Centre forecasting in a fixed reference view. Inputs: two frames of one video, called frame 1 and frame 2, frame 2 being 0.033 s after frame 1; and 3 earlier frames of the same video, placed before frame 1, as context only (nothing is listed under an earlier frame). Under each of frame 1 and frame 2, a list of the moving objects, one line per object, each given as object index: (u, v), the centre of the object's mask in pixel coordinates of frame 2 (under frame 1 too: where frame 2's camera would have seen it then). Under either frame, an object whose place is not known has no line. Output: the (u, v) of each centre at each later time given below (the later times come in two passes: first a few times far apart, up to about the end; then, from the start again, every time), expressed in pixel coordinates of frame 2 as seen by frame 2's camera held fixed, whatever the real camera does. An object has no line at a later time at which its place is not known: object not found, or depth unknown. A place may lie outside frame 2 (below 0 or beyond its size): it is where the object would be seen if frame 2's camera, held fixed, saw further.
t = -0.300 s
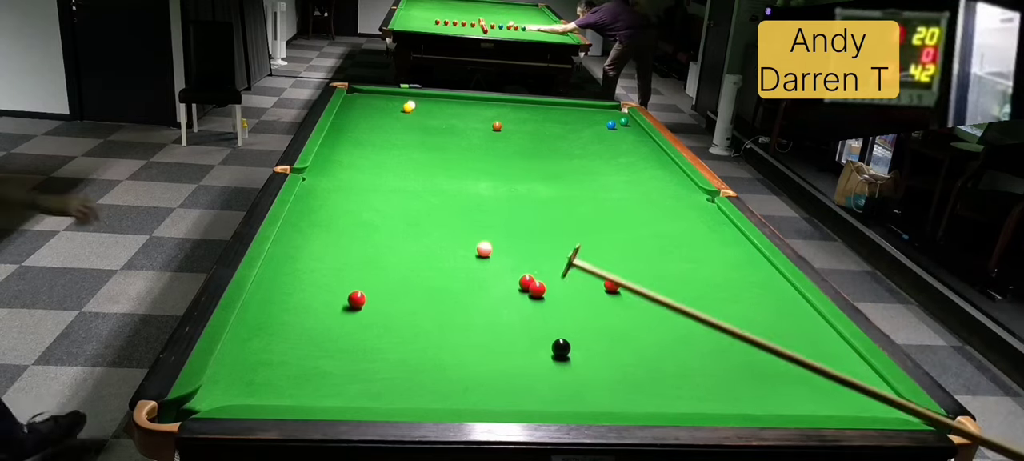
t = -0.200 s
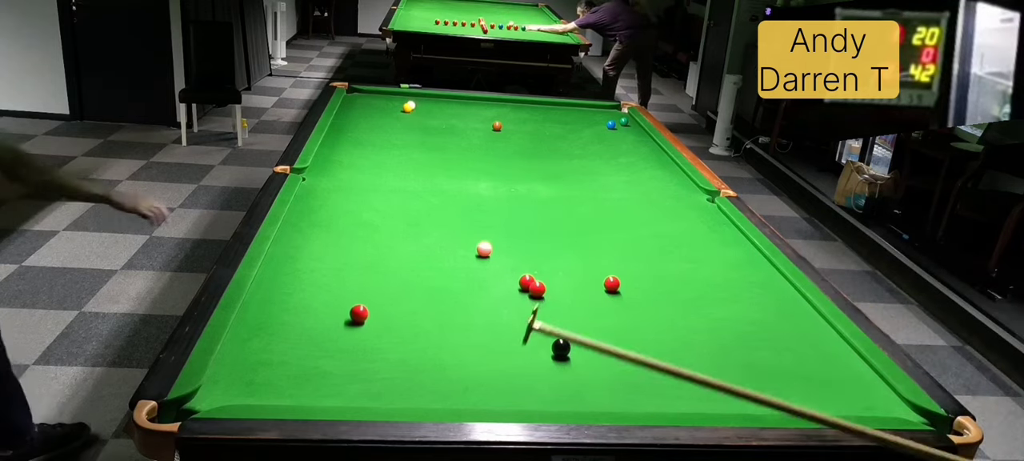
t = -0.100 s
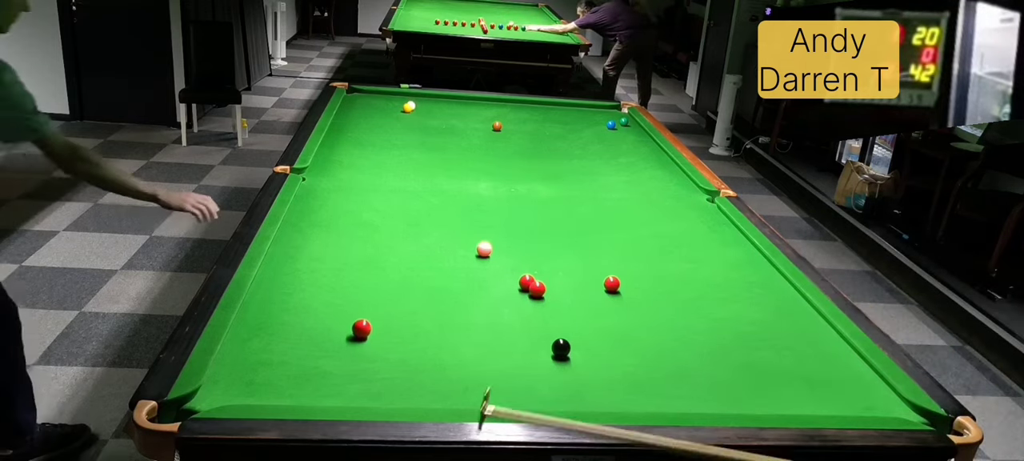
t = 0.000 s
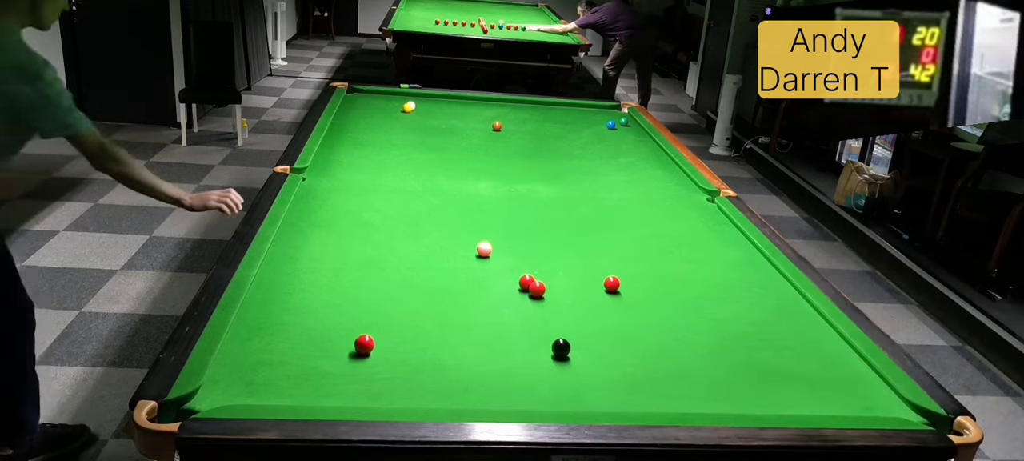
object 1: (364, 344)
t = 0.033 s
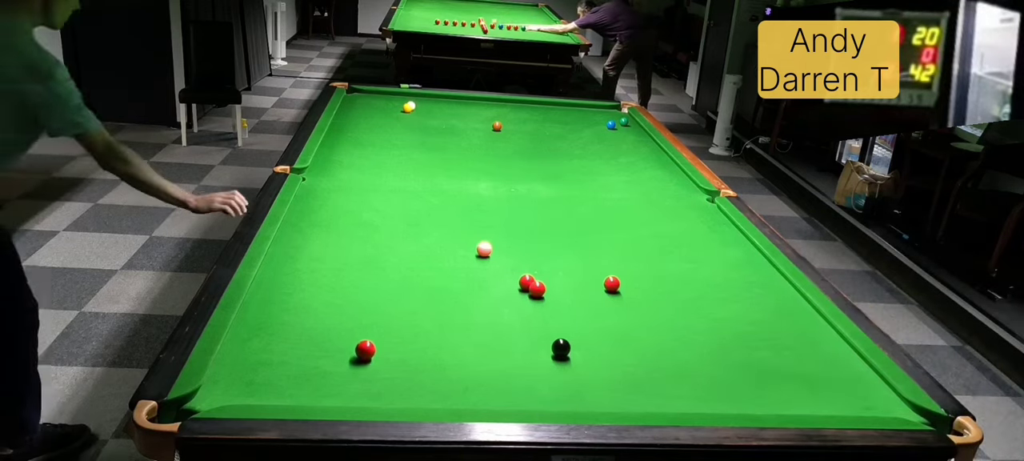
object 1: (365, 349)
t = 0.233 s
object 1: (372, 385)
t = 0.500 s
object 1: (391, 381)
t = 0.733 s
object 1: (410, 356)
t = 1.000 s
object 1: (428, 333)
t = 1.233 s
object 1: (442, 315)
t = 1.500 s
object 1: (456, 297)
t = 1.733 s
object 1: (467, 283)
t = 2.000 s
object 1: (477, 270)
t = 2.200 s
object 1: (484, 261)
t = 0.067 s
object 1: (366, 356)
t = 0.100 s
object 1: (367, 361)
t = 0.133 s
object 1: (368, 367)
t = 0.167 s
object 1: (370, 373)
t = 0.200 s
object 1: (370, 379)
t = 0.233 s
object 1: (372, 385)
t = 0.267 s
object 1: (373, 392)
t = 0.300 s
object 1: (374, 397)
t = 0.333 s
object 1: (376, 400)
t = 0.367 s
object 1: (379, 397)
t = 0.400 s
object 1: (382, 393)
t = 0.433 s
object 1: (385, 388)
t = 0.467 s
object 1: (388, 384)
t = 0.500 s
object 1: (391, 381)
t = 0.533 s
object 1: (394, 377)
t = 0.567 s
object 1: (397, 373)
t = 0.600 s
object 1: (399, 370)
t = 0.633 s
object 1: (402, 367)
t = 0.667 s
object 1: (405, 363)
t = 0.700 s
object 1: (407, 359)
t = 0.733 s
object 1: (410, 356)
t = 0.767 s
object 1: (412, 353)
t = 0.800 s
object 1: (414, 350)
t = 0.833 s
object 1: (417, 347)
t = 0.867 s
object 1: (419, 344)
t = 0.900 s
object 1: (421, 341)
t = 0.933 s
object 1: (424, 339)
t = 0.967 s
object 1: (426, 336)
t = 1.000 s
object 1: (428, 333)
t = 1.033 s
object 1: (430, 330)
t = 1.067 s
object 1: (432, 327)
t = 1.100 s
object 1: (434, 325)
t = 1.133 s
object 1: (436, 322)
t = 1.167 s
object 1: (438, 320)
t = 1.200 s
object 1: (440, 317)
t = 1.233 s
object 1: (442, 315)
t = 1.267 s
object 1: (444, 312)
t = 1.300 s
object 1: (446, 310)
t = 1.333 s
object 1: (447, 308)
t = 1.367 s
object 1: (449, 306)
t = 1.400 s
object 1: (451, 303)
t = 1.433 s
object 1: (452, 301)
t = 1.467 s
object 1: (454, 299)
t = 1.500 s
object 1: (456, 297)
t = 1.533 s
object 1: (457, 295)
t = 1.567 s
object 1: (459, 293)
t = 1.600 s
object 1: (461, 291)
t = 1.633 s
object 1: (462, 289)
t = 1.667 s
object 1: (464, 287)
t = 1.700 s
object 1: (465, 285)
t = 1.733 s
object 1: (467, 283)
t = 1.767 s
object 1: (468, 281)
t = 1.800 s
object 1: (469, 279)
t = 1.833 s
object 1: (471, 278)
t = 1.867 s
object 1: (472, 276)
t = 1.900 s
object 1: (473, 275)
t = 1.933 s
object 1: (474, 273)
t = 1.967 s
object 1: (476, 271)
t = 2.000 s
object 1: (477, 270)
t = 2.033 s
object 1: (478, 268)
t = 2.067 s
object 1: (479, 267)
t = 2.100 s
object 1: (480, 265)
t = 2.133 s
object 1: (482, 264)
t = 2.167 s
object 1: (483, 262)
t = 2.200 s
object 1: (484, 261)
